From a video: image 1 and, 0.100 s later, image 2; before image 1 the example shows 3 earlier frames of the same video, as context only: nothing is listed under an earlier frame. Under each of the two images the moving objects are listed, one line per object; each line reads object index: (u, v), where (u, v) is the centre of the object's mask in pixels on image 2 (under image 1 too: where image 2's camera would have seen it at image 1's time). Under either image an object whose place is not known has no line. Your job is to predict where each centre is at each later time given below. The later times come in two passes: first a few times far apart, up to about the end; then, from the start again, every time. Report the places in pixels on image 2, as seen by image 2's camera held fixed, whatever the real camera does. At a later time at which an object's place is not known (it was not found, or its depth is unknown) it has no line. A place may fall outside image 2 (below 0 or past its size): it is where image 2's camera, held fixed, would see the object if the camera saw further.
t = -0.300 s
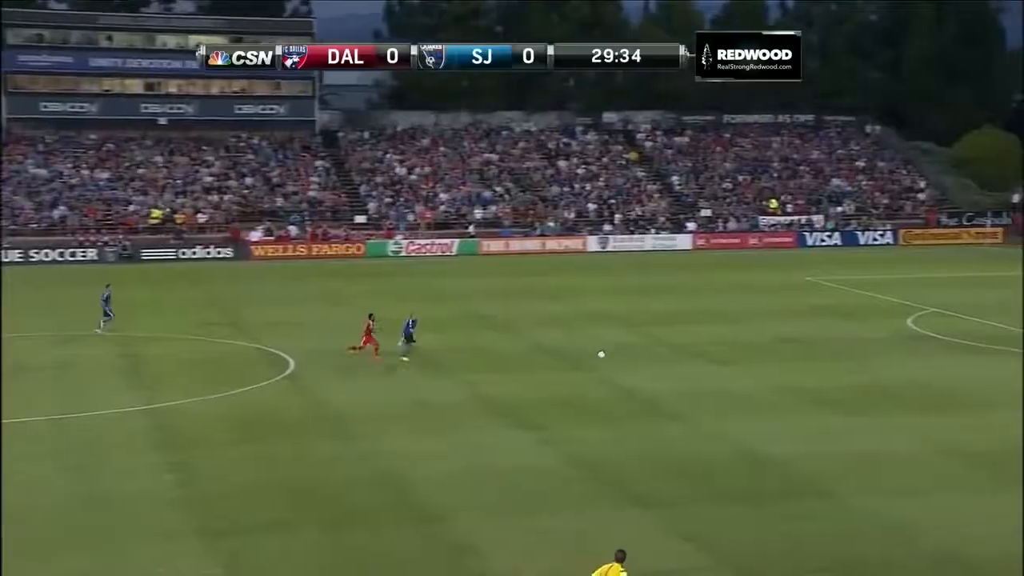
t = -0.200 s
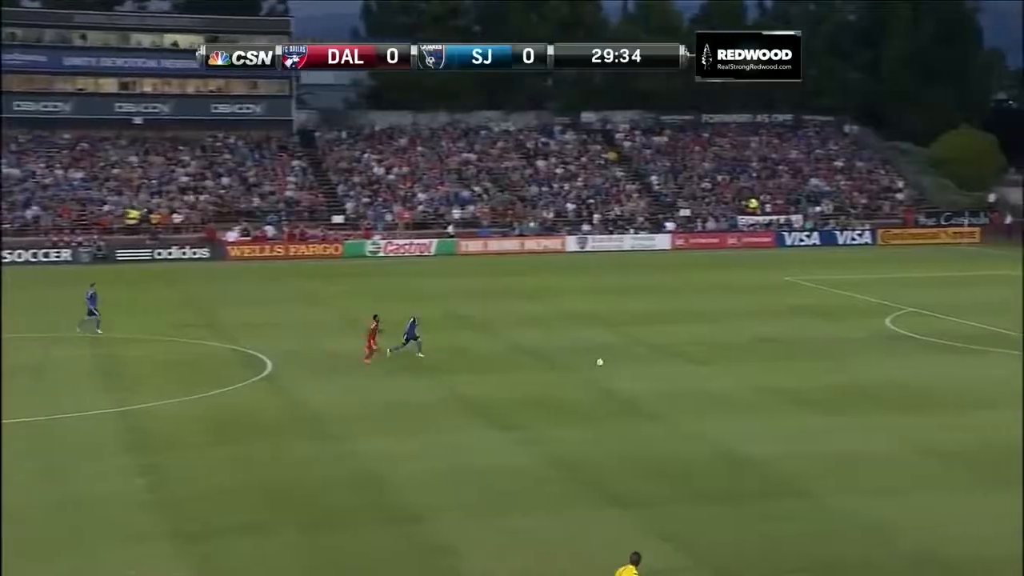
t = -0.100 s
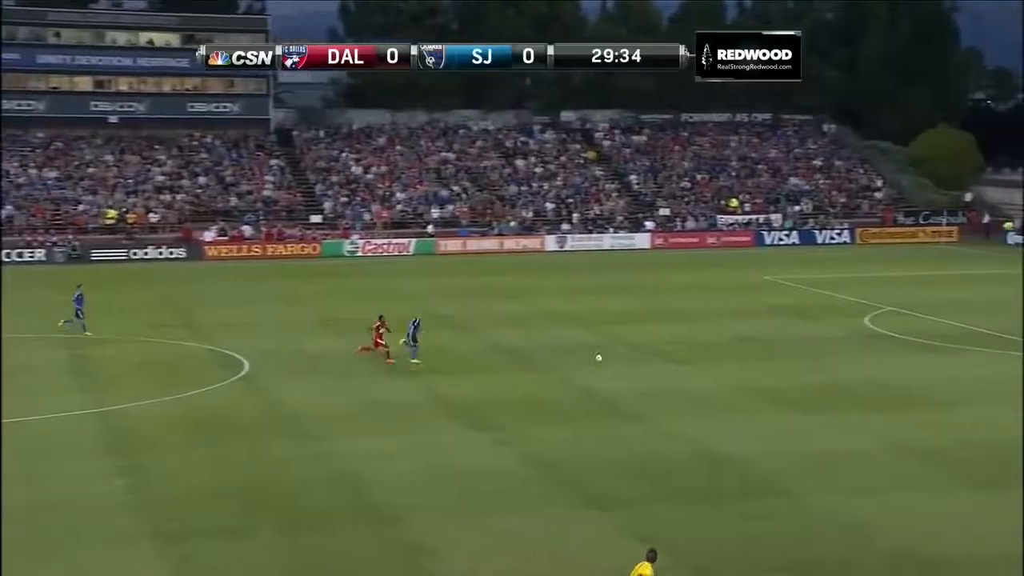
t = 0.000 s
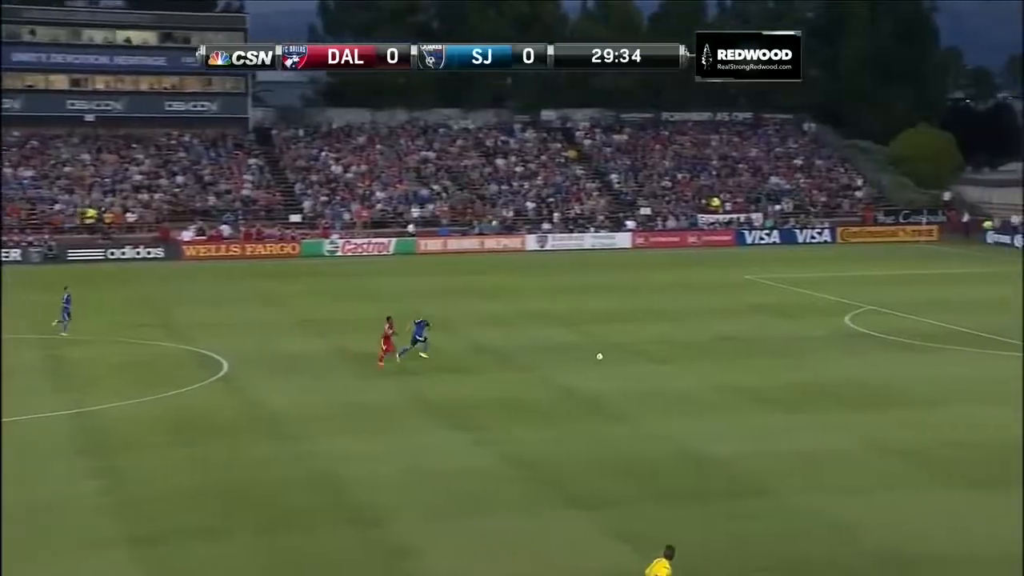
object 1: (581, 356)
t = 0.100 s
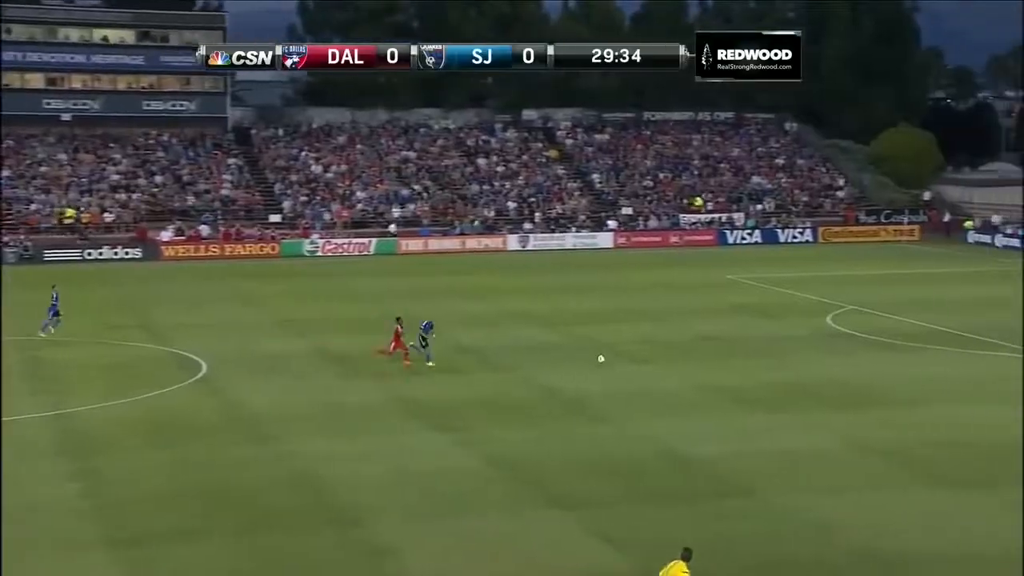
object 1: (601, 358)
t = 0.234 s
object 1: (627, 364)
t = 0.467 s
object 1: (672, 364)
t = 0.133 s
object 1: (607, 359)
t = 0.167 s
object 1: (614, 362)
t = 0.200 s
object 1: (620, 364)
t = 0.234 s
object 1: (627, 364)
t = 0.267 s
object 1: (634, 363)
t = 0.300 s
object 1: (640, 362)
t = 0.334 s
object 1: (646, 362)
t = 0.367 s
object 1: (652, 362)
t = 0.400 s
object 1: (659, 362)
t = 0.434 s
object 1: (666, 363)
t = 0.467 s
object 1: (672, 364)
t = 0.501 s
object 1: (678, 366)
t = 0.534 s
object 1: (685, 367)
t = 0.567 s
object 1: (691, 368)
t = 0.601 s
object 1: (697, 367)
